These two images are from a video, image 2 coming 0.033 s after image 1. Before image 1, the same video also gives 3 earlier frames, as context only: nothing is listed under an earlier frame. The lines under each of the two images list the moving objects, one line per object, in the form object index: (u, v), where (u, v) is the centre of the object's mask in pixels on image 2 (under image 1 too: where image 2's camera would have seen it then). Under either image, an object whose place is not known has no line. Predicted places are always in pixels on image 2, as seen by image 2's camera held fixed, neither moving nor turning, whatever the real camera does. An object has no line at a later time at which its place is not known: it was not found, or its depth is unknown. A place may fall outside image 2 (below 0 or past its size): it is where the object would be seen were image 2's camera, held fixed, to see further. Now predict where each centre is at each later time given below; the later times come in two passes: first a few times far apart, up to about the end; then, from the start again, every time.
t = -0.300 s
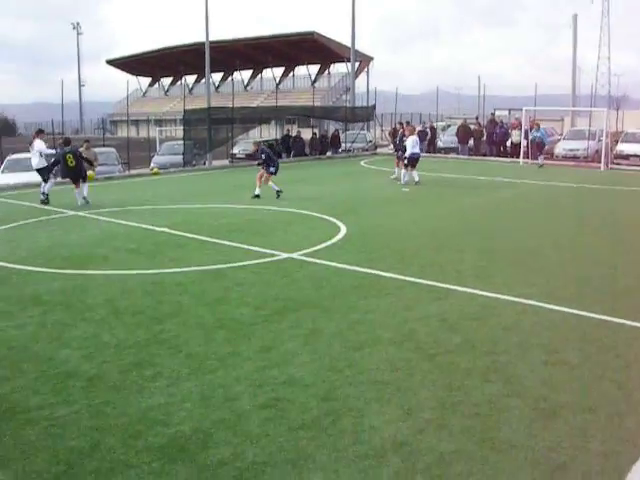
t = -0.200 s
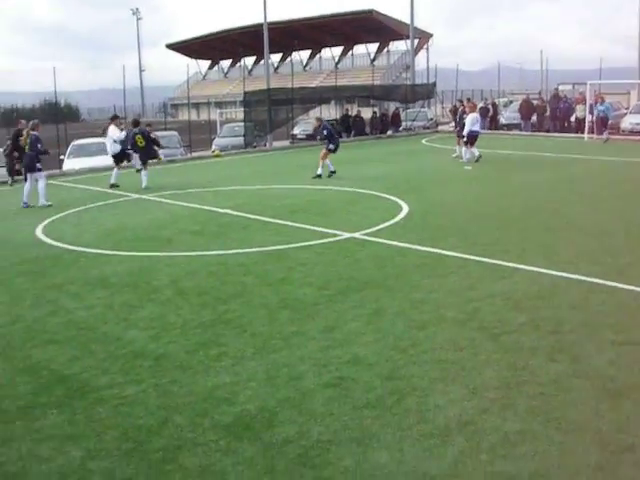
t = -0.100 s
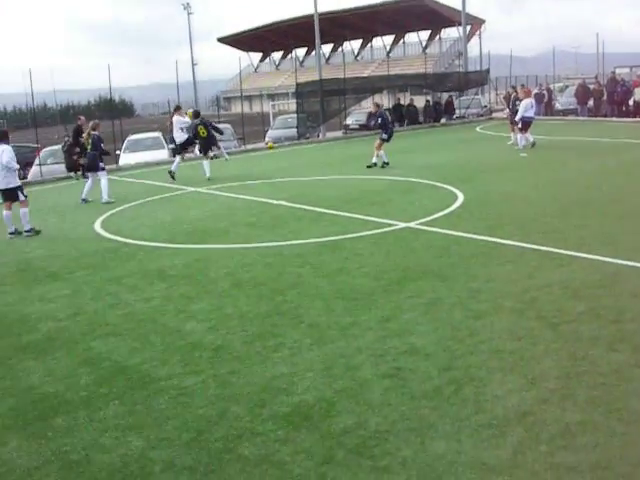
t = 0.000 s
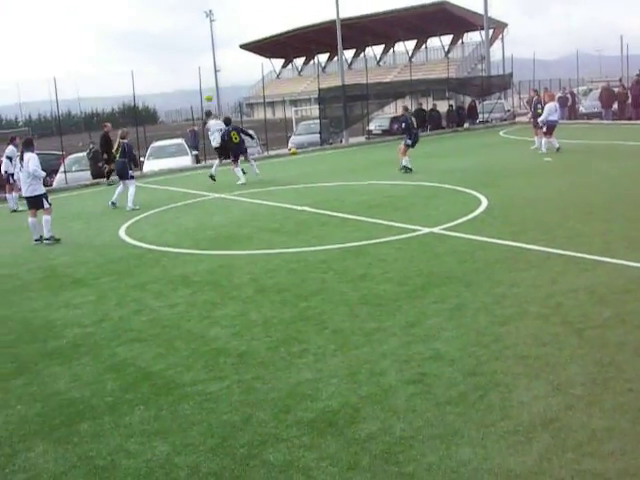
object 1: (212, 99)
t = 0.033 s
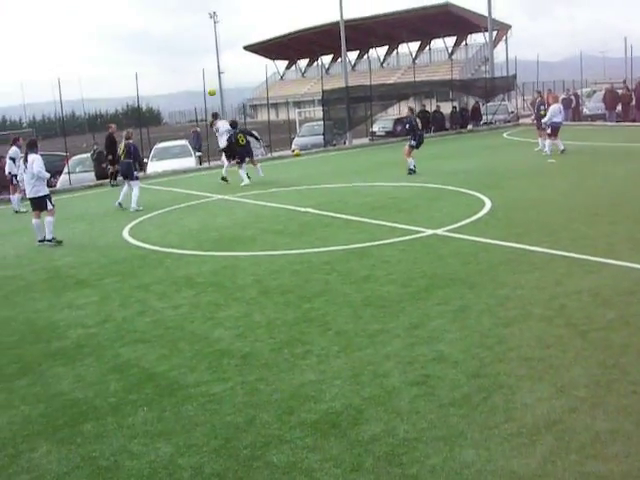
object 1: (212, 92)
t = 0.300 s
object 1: (205, 57)
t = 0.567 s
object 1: (202, 53)
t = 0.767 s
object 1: (201, 68)
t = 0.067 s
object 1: (210, 86)
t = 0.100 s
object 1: (209, 79)
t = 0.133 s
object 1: (208, 74)
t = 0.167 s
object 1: (208, 69)
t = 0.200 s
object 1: (207, 66)
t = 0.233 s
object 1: (206, 62)
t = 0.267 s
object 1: (206, 59)
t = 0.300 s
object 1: (205, 57)
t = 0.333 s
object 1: (205, 55)
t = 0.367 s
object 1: (204, 53)
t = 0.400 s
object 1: (204, 52)
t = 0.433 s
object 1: (203, 51)
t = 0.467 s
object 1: (203, 51)
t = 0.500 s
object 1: (202, 51)
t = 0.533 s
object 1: (202, 51)
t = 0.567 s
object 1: (202, 53)
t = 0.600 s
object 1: (201, 54)
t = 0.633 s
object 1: (201, 56)
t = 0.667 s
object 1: (201, 58)
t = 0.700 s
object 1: (201, 61)
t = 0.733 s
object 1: (201, 64)
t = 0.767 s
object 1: (201, 68)
